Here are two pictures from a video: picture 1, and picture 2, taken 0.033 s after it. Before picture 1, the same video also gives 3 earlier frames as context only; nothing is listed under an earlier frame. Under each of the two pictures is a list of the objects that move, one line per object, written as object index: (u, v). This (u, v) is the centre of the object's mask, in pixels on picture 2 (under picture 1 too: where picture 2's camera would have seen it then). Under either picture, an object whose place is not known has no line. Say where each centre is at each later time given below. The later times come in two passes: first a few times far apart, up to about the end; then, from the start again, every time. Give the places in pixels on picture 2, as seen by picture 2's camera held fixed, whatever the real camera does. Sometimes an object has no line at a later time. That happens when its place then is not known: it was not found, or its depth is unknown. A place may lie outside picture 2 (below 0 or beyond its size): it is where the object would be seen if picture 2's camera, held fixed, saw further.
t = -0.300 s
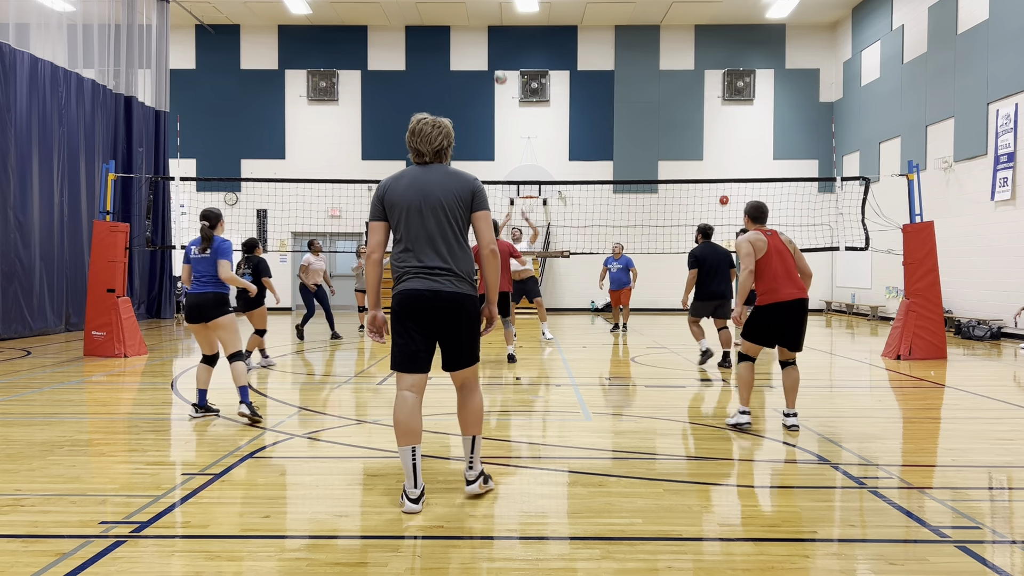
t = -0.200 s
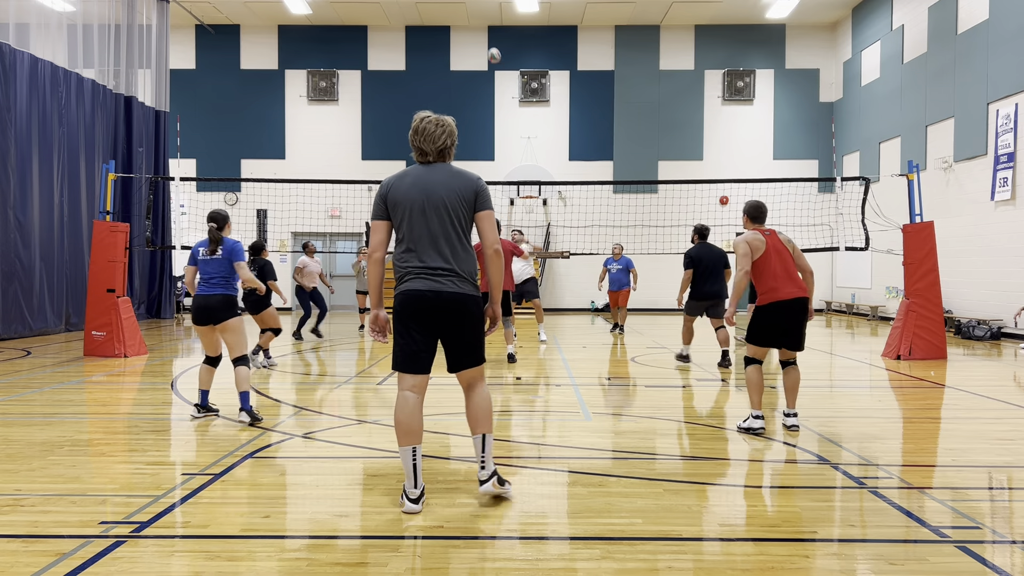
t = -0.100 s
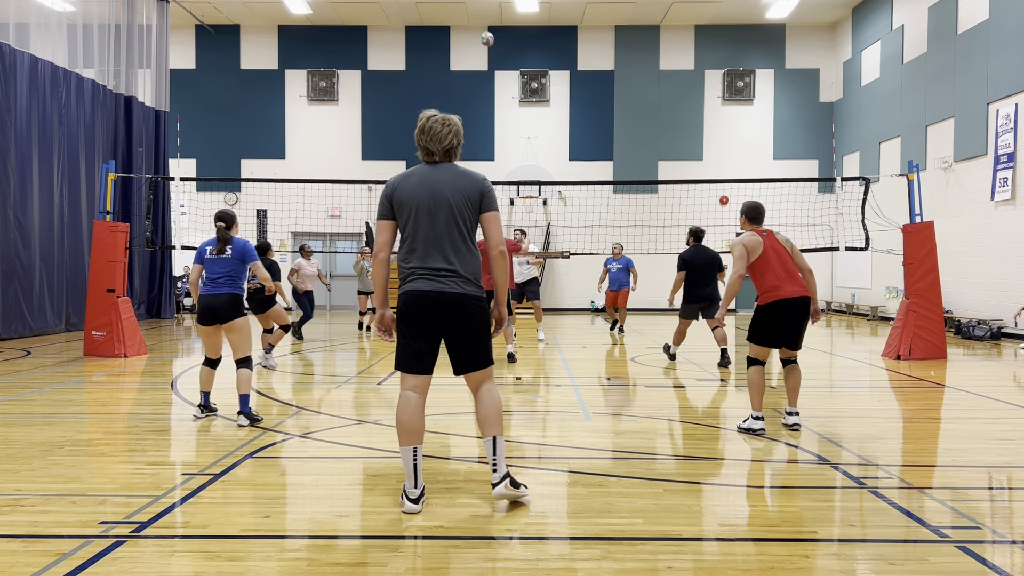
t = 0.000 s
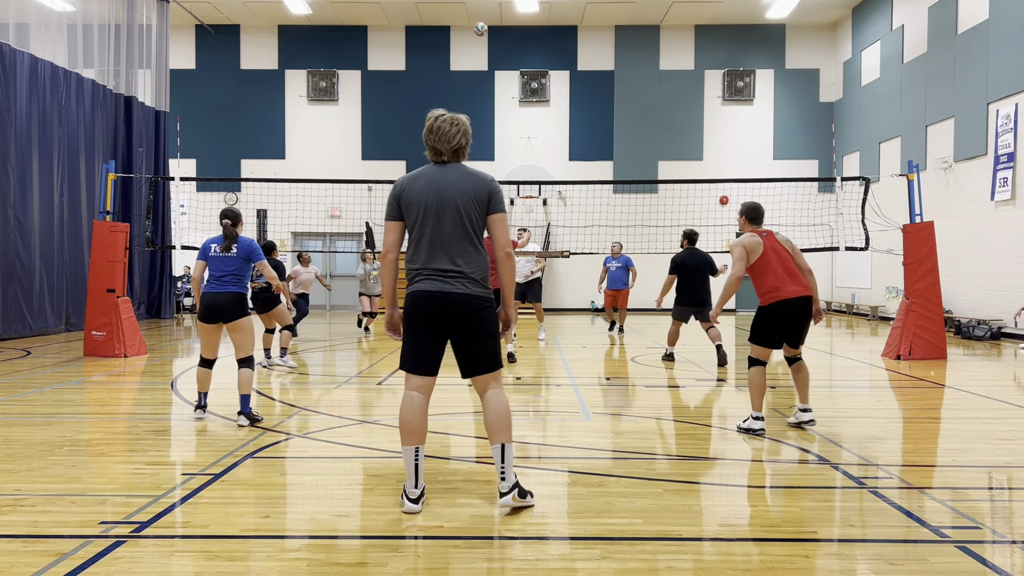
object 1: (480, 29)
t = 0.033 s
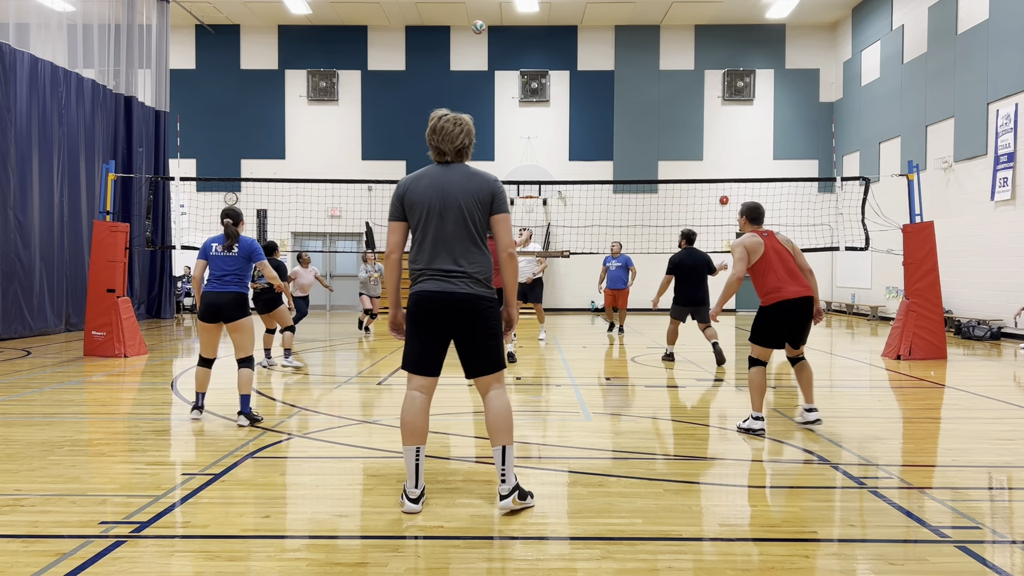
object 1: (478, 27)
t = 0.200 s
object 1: (467, 28)
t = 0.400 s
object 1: (453, 52)
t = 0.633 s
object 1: (438, 111)
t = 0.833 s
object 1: (426, 189)
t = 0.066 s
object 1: (476, 26)
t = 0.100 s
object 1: (474, 25)
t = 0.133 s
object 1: (471, 26)
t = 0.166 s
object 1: (469, 27)
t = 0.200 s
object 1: (467, 28)
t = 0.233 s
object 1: (465, 30)
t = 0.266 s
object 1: (463, 33)
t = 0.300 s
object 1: (460, 37)
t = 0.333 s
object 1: (458, 41)
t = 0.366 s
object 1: (456, 46)
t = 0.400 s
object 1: (453, 52)
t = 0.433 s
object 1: (451, 59)
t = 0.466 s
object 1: (449, 66)
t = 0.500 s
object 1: (447, 73)
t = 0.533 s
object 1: (445, 82)
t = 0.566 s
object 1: (442, 91)
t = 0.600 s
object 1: (440, 101)
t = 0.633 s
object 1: (438, 111)
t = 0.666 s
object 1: (436, 123)
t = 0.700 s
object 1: (434, 135)
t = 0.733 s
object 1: (432, 147)
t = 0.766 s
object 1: (430, 160)
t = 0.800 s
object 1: (428, 173)
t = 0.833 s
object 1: (426, 189)
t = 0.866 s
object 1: (424, 204)
